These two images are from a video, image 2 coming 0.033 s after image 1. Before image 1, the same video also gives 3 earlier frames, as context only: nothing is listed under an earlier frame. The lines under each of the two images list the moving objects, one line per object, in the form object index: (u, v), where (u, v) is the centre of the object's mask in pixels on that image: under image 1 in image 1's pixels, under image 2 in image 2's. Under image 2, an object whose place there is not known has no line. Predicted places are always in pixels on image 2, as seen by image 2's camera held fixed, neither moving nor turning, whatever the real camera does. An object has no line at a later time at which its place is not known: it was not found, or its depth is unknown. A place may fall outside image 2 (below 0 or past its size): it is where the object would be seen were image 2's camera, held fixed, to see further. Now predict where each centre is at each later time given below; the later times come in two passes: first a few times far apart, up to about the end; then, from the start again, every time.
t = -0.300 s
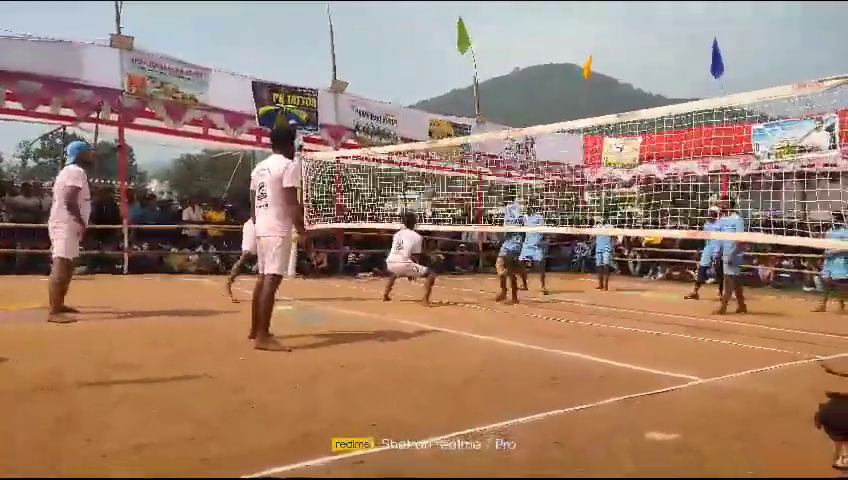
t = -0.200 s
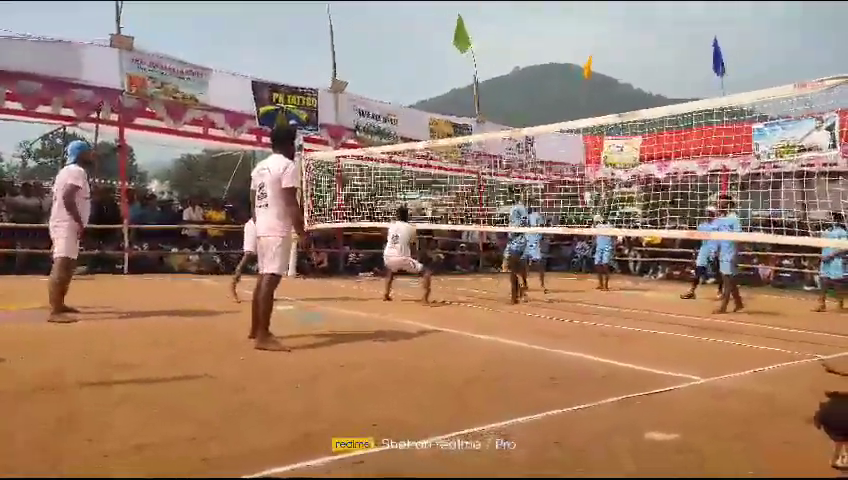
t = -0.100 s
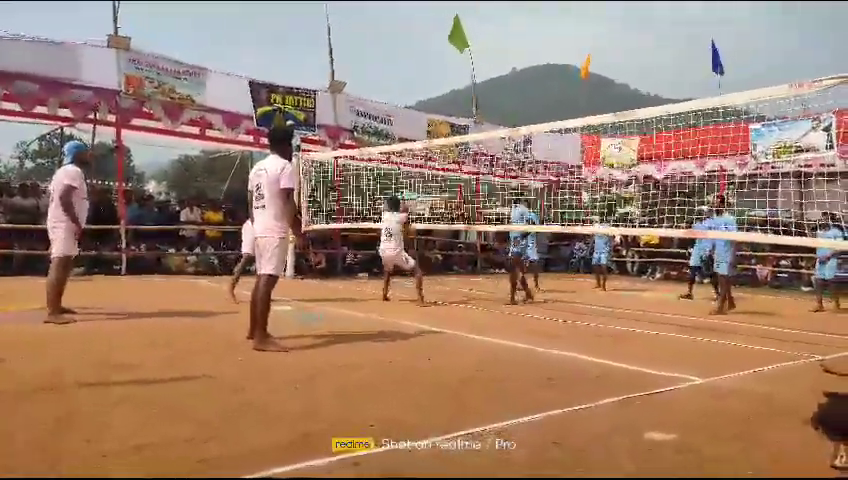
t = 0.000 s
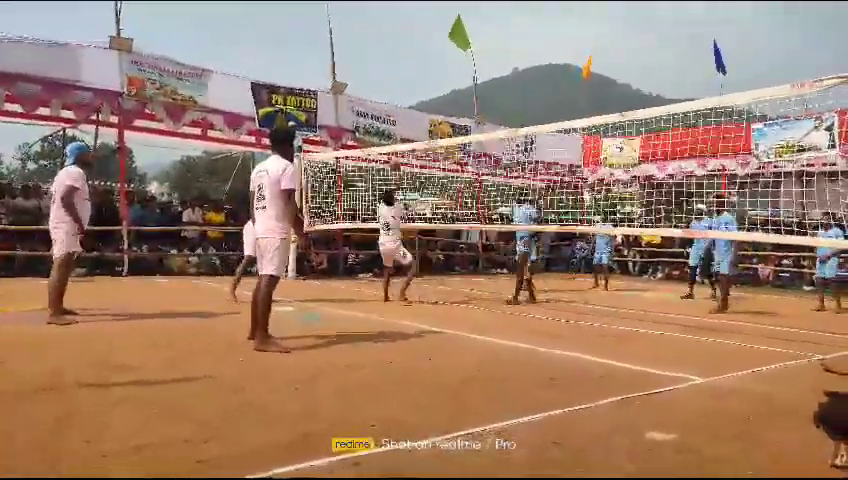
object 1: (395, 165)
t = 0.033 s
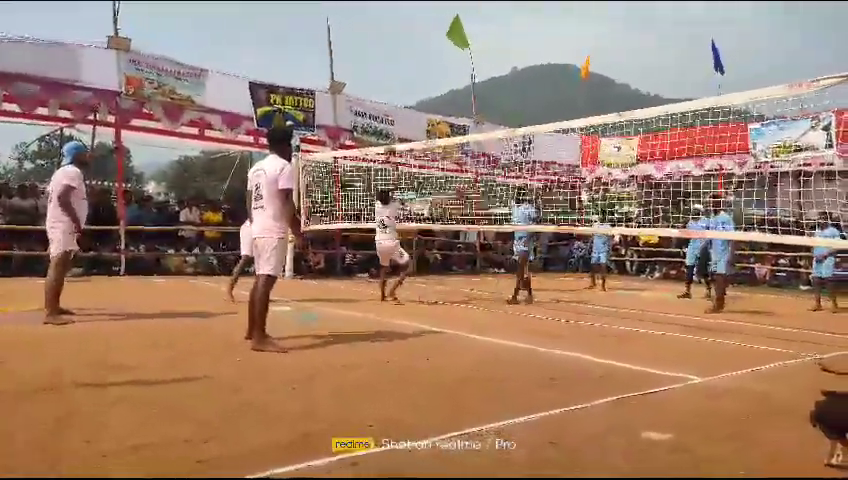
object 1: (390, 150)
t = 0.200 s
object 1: (371, 93)
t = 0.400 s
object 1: (347, 45)
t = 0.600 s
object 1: (321, 23)
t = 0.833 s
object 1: (287, 32)
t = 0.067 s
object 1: (386, 137)
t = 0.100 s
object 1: (382, 123)
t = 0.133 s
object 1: (384, 115)
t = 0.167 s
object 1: (375, 103)
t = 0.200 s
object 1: (371, 93)
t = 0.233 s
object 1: (368, 83)
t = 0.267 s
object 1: (364, 73)
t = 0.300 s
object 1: (360, 65)
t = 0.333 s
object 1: (355, 57)
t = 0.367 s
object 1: (351, 50)
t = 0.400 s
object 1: (347, 45)
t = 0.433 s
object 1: (343, 39)
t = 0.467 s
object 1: (339, 34)
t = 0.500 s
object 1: (333, 30)
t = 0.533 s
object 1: (330, 27)
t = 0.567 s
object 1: (325, 24)
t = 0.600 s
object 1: (321, 23)
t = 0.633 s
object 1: (316, 21)
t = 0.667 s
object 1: (312, 21)
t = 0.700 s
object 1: (307, 21)
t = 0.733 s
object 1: (302, 23)
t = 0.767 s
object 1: (297, 25)
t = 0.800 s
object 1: (292, 28)
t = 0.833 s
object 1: (287, 32)
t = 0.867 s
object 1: (282, 37)
